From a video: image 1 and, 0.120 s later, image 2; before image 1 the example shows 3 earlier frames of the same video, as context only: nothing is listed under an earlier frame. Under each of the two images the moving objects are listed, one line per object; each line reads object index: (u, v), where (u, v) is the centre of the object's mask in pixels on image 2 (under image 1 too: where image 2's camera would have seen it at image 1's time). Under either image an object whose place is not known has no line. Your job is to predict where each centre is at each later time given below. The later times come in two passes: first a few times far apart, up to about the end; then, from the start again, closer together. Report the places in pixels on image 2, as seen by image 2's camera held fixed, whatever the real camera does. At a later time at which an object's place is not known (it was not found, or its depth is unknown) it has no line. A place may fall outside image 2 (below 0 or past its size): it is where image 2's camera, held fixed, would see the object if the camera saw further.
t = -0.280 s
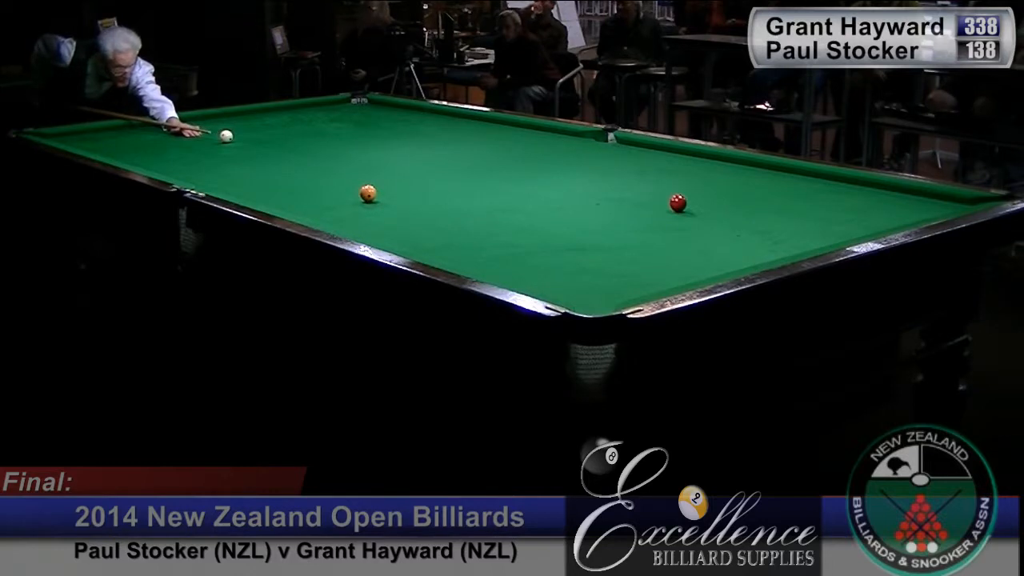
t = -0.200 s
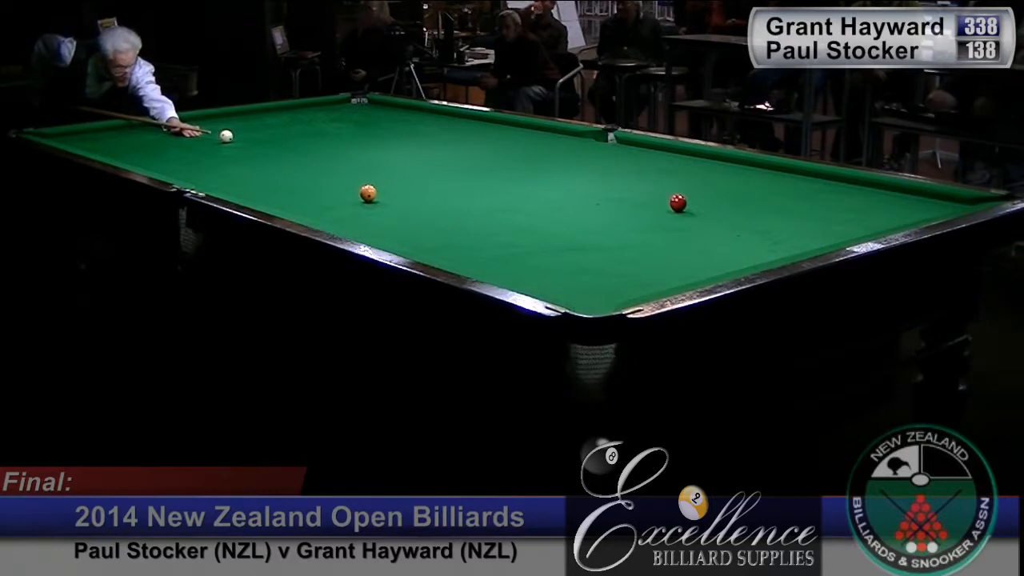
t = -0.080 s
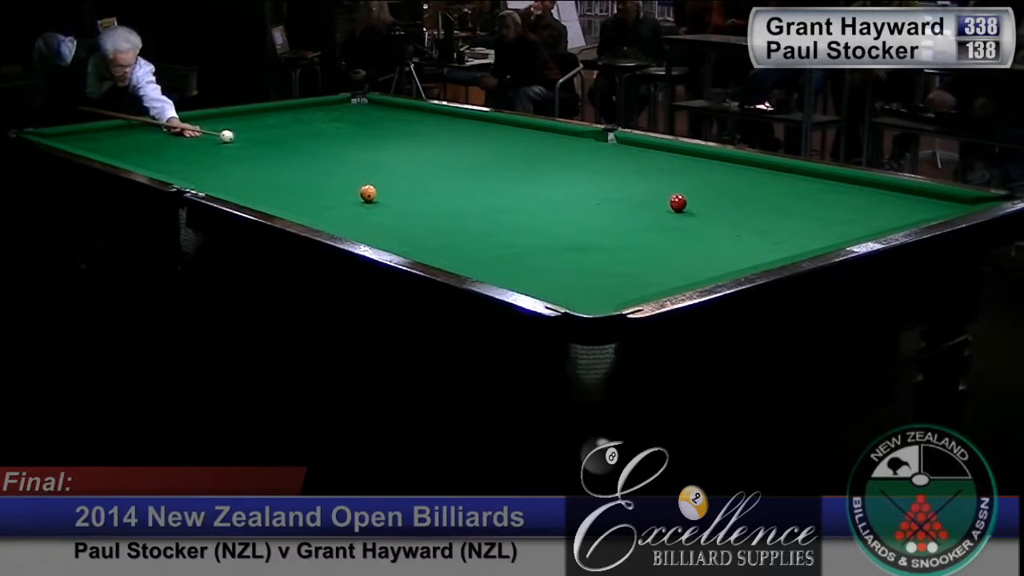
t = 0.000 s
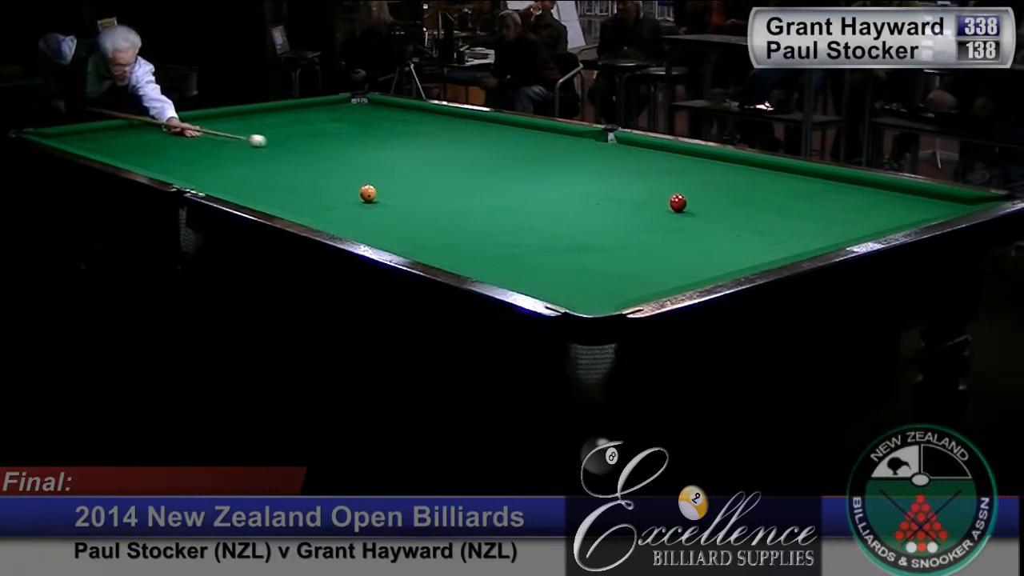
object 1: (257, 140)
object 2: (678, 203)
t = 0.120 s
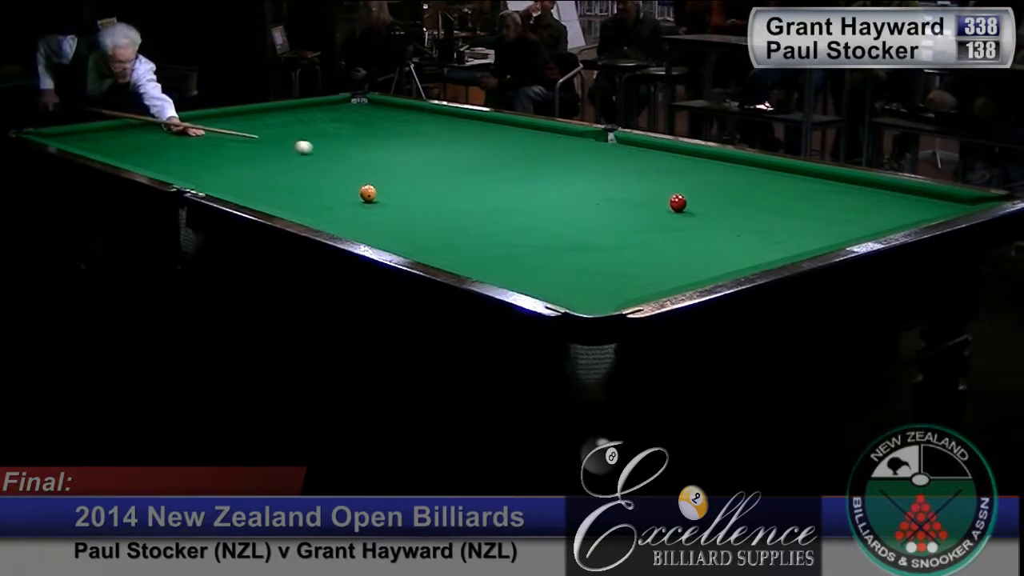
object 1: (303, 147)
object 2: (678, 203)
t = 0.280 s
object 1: (362, 155)
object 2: (678, 203)
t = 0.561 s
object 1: (471, 171)
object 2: (678, 203)
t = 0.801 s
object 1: (580, 186)
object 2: (678, 203)
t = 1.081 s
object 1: (675, 199)
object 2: (724, 213)
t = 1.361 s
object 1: (722, 202)
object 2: (823, 234)
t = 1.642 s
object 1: (768, 205)
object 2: (806, 230)
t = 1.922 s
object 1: (812, 208)
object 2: (749, 217)
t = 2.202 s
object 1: (854, 210)
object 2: (699, 207)
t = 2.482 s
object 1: (894, 213)
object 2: (654, 198)
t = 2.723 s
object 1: (924, 212)
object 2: (619, 191)
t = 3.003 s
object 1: (935, 210)
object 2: (583, 184)
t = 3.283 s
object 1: (930, 207)
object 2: (551, 177)
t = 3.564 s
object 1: (925, 203)
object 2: (522, 171)
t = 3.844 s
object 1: (921, 200)
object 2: (496, 166)
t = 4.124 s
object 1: (918, 197)
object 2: (473, 162)
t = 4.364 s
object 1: (916, 195)
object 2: (455, 158)
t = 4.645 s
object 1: (915, 193)
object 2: (436, 154)
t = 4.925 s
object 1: (913, 192)
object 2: (419, 151)
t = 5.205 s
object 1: (913, 191)
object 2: (404, 148)
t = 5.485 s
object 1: (913, 191)
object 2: (391, 145)
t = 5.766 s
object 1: (913, 190)
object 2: (379, 143)
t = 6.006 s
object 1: (913, 190)
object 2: (370, 141)
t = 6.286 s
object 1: (913, 190)
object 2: (360, 139)
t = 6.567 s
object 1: (914, 190)
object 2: (351, 137)
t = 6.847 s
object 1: (914, 190)
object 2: (345, 136)
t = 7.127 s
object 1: (914, 190)
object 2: (340, 135)
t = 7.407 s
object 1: (914, 190)
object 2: (335, 134)
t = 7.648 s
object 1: (914, 190)
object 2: (332, 133)
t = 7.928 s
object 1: (914, 190)
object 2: (330, 133)
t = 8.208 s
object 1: (914, 190)
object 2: (329, 132)
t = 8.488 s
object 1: (914, 190)
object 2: (329, 132)
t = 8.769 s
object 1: (914, 190)
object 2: (329, 132)
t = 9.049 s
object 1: (914, 190)
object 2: (328, 132)
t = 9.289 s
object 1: (914, 190)
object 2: (328, 132)
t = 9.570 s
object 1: (914, 190)
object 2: (328, 132)
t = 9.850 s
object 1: (914, 190)
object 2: (328, 132)
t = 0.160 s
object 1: (318, 149)
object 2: (678, 203)
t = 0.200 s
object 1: (333, 151)
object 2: (678, 203)
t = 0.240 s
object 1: (347, 153)
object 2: (678, 203)
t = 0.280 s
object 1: (362, 155)
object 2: (678, 203)
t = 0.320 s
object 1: (376, 157)
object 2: (678, 203)
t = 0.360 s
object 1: (391, 159)
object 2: (678, 203)
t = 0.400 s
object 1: (407, 162)
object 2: (678, 203)
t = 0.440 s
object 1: (423, 164)
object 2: (678, 203)
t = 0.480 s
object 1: (439, 166)
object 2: (678, 203)
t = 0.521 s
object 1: (455, 168)
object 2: (678, 203)
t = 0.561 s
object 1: (471, 171)
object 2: (678, 203)
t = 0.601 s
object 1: (489, 174)
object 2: (678, 203)
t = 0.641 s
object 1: (506, 176)
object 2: (678, 203)
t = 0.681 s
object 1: (524, 179)
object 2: (678, 203)
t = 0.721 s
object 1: (542, 181)
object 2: (678, 203)
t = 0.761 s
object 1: (561, 184)
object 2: (678, 203)
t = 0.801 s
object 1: (580, 186)
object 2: (678, 203)
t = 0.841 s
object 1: (599, 189)
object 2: (678, 203)
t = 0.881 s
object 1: (619, 193)
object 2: (678, 203)
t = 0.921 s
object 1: (639, 196)
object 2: (678, 203)
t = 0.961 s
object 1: (660, 199)
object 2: (678, 203)
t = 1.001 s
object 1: (667, 200)
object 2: (691, 206)
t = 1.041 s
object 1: (670, 200)
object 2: (708, 209)
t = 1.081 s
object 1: (675, 199)
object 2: (724, 213)
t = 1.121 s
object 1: (681, 200)
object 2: (740, 216)
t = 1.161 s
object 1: (688, 200)
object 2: (755, 219)
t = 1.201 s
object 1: (694, 200)
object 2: (769, 222)
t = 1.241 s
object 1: (701, 201)
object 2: (783, 225)
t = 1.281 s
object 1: (708, 201)
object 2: (796, 227)
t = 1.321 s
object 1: (715, 202)
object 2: (810, 231)
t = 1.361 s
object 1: (722, 202)
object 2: (823, 234)
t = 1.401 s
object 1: (729, 202)
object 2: (837, 234)
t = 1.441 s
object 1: (735, 203)
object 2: (850, 235)
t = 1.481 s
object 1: (742, 203)
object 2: (842, 235)
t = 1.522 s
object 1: (748, 204)
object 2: (832, 234)
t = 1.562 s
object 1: (755, 204)
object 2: (823, 234)
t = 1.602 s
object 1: (762, 205)
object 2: (814, 232)
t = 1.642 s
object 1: (768, 205)
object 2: (806, 230)
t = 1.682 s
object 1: (774, 205)
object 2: (797, 228)
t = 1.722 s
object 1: (780, 205)
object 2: (788, 226)
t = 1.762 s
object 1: (787, 206)
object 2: (780, 224)
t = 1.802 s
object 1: (793, 206)
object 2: (772, 223)
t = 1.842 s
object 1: (799, 207)
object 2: (764, 221)
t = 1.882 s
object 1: (806, 207)
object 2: (756, 219)
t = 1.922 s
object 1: (812, 208)
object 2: (749, 217)
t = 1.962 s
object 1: (818, 208)
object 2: (741, 216)
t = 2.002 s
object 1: (824, 208)
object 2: (734, 215)
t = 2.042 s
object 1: (830, 209)
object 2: (726, 213)
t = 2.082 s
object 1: (836, 209)
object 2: (719, 212)
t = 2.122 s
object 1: (842, 210)
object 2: (712, 210)
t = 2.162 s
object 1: (848, 210)
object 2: (705, 209)
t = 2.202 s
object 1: (854, 210)
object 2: (699, 207)
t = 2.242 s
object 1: (860, 211)
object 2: (692, 206)
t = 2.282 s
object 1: (865, 211)
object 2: (685, 205)
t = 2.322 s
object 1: (871, 211)
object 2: (679, 203)
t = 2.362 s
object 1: (877, 212)
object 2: (672, 202)
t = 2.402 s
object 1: (882, 212)
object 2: (666, 201)
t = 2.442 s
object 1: (888, 212)
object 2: (660, 199)
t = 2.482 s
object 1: (894, 213)
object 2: (654, 198)
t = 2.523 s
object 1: (899, 213)
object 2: (648, 197)
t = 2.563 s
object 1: (904, 213)
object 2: (642, 196)
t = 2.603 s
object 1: (910, 213)
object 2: (636, 195)
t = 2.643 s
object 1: (915, 212)
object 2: (630, 193)
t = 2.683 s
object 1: (920, 212)
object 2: (625, 192)
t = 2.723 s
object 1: (924, 212)
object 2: (619, 191)
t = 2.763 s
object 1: (930, 212)
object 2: (614, 190)
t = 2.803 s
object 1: (935, 211)
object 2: (608, 189)
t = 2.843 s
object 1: (938, 211)
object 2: (604, 188)
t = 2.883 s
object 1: (937, 211)
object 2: (598, 187)
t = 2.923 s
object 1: (937, 211)
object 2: (593, 186)
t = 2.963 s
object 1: (936, 210)
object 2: (588, 185)
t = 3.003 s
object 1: (935, 210)
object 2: (583, 184)
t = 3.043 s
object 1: (934, 209)
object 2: (578, 183)
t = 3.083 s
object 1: (933, 209)
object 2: (574, 182)
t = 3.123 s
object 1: (932, 208)
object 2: (569, 181)
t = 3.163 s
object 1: (932, 208)
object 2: (564, 180)
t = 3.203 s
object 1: (931, 208)
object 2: (560, 179)
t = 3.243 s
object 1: (930, 208)
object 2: (555, 178)
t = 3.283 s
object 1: (930, 207)
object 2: (551, 177)
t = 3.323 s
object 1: (929, 207)
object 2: (546, 176)
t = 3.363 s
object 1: (928, 206)
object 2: (542, 176)
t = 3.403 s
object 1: (927, 205)
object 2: (538, 175)
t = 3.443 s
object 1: (927, 205)
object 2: (534, 174)
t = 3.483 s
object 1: (926, 204)
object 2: (530, 173)
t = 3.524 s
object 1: (925, 204)
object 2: (526, 172)
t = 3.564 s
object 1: (925, 203)
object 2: (522, 171)
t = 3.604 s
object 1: (924, 203)
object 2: (518, 170)
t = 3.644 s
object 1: (924, 202)
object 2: (514, 170)
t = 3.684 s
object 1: (923, 202)
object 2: (510, 169)
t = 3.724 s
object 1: (922, 201)
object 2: (507, 168)
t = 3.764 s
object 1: (922, 201)
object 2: (503, 168)
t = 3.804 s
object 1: (921, 200)
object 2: (499, 167)
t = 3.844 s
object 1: (921, 200)
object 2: (496, 166)
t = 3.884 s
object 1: (920, 199)
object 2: (492, 165)
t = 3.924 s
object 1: (920, 199)
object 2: (489, 165)
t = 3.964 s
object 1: (919, 198)
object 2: (486, 164)
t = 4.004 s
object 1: (919, 198)
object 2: (482, 163)
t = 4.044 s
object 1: (919, 198)
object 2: (479, 163)
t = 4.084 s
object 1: (918, 197)
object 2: (476, 162)
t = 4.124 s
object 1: (918, 197)
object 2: (473, 162)
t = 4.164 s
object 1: (918, 197)
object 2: (470, 161)
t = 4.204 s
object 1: (918, 196)
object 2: (467, 160)
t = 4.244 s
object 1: (918, 196)
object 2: (464, 160)
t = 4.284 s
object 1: (917, 195)
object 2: (461, 159)
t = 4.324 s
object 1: (917, 196)
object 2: (458, 159)
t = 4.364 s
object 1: (916, 195)
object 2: (455, 158)
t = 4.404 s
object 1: (916, 195)
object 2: (452, 157)
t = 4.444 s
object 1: (916, 194)
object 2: (449, 157)
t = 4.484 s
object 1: (916, 194)
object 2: (447, 156)
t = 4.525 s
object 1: (916, 194)
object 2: (444, 156)
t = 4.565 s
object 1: (915, 194)
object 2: (441, 155)
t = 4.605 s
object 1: (915, 194)
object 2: (439, 155)
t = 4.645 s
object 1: (915, 193)
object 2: (436, 154)
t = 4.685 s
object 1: (915, 193)
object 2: (434, 153)
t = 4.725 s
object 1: (914, 193)
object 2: (431, 153)
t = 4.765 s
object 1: (914, 193)
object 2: (429, 152)
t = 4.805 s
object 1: (914, 193)
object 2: (426, 152)
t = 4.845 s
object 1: (914, 192)
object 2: (424, 152)
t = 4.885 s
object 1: (914, 192)
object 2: (422, 151)
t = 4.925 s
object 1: (913, 192)
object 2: (419, 151)
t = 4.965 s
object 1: (913, 192)
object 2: (417, 150)
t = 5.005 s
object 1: (913, 191)
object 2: (415, 150)
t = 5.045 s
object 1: (913, 191)
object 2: (413, 149)
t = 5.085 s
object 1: (913, 191)
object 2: (411, 149)
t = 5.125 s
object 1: (913, 191)
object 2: (409, 148)
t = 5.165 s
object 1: (913, 191)
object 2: (407, 148)
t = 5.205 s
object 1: (913, 191)
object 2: (404, 148)
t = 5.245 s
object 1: (913, 191)
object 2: (403, 147)
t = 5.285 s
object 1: (913, 191)
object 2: (401, 147)
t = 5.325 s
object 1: (913, 191)
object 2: (398, 147)
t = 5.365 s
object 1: (913, 191)
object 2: (397, 146)
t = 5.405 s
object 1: (913, 191)
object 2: (395, 146)
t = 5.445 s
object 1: (913, 191)
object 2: (393, 145)
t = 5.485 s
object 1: (913, 191)
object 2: (391, 145)
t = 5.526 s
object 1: (913, 190)
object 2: (389, 145)
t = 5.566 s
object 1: (913, 190)
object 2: (388, 144)
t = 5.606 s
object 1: (913, 190)
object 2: (386, 144)
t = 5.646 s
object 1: (913, 190)
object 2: (384, 144)
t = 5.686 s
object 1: (913, 190)
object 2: (382, 143)
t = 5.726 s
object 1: (913, 190)
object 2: (380, 143)
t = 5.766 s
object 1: (913, 190)
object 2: (379, 143)
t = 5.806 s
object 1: (913, 190)
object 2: (377, 142)
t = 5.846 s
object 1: (913, 190)
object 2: (376, 142)
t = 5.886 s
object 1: (913, 190)
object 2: (374, 142)
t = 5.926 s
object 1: (913, 190)
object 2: (372, 141)
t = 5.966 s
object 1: (913, 190)
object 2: (371, 141)
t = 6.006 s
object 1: (913, 190)
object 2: (370, 141)
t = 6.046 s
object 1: (913, 190)
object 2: (368, 141)
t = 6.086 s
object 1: (913, 190)
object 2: (366, 140)
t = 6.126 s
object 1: (913, 190)
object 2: (365, 140)
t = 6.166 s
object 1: (913, 190)
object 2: (364, 140)
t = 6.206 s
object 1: (913, 190)
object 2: (362, 140)
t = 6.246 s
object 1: (913, 190)
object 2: (361, 139)
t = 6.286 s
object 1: (913, 190)
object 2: (360, 139)
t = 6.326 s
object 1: (913, 190)
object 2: (358, 139)
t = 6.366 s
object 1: (913, 190)
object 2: (357, 139)
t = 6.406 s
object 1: (913, 190)
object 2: (356, 138)
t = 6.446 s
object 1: (913, 190)
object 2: (355, 138)
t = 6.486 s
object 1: (913, 190)
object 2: (354, 138)
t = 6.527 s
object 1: (913, 190)
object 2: (352, 138)
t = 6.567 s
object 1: (914, 190)
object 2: (351, 137)
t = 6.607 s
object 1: (913, 190)
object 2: (350, 137)
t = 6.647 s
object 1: (914, 190)
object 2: (349, 137)
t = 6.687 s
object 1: (914, 190)
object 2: (348, 137)
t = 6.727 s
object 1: (914, 190)
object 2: (347, 137)
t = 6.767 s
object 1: (914, 190)
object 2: (347, 136)
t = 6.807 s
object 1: (914, 190)
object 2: (345, 136)
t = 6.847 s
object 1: (914, 190)
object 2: (345, 136)
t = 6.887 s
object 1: (914, 190)
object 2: (344, 136)
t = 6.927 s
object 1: (914, 190)
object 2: (343, 136)
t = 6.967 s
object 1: (914, 190)
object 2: (342, 136)
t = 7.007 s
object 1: (914, 190)
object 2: (342, 136)
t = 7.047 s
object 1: (914, 190)
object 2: (341, 135)
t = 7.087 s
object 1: (914, 190)
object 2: (340, 135)
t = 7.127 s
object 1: (914, 190)
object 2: (340, 135)
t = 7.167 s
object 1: (914, 190)
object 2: (339, 135)
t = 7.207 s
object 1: (914, 190)
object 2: (338, 135)
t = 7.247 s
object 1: (914, 190)
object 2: (337, 135)
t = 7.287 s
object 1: (914, 190)
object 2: (337, 134)
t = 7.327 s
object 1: (914, 190)
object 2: (336, 134)
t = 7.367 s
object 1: (914, 190)
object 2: (336, 134)
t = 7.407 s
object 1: (914, 190)
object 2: (335, 134)
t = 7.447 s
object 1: (914, 190)
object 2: (335, 134)
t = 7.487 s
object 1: (914, 190)
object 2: (334, 134)
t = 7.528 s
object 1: (914, 190)
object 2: (334, 134)
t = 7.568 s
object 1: (914, 190)
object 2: (333, 134)
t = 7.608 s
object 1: (914, 190)
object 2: (333, 133)
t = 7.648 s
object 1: (914, 190)
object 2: (332, 133)
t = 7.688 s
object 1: (914, 190)
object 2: (332, 133)
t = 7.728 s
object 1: (914, 190)
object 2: (332, 133)
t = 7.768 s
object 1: (914, 190)
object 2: (331, 133)
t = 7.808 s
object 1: (914, 190)
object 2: (331, 133)
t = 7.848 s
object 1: (914, 190)
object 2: (331, 133)
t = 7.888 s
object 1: (914, 190)
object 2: (331, 133)
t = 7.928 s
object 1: (914, 190)
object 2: (330, 133)
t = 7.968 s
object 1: (914, 190)
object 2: (330, 133)
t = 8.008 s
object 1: (914, 190)
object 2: (330, 132)
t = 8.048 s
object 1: (914, 190)
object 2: (330, 133)
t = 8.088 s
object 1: (914, 190)
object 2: (329, 132)
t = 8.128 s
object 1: (914, 190)
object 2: (329, 132)
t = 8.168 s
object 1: (914, 190)
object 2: (329, 132)
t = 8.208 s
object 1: (914, 190)
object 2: (329, 132)
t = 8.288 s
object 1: (914, 190)
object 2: (329, 132)
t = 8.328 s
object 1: (914, 190)
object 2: (329, 132)
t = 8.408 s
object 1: (914, 190)
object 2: (329, 132)
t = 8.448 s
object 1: (914, 190)
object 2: (329, 132)
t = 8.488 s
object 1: (914, 190)
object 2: (329, 132)
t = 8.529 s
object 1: (914, 190)
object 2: (329, 132)
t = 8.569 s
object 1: (914, 190)
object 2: (329, 132)
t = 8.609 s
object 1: (914, 190)
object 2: (329, 132)
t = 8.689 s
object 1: (914, 190)
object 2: (329, 132)
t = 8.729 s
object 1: (914, 190)
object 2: (329, 132)
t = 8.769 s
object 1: (914, 190)
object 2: (329, 132)
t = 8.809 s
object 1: (914, 190)
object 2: (328, 132)
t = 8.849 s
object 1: (914, 190)
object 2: (328, 132)
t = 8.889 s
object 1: (914, 190)
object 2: (328, 132)
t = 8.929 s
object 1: (914, 190)
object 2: (328, 132)
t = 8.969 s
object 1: (914, 190)
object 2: (328, 132)
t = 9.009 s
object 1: (914, 190)
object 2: (328, 132)
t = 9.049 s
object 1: (914, 190)
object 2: (328, 132)
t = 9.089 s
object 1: (914, 190)
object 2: (328, 132)
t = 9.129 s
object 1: (914, 190)
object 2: (328, 132)
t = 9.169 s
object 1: (914, 190)
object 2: (328, 132)
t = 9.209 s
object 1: (914, 190)
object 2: (328, 132)
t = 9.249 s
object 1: (914, 190)
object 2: (328, 132)
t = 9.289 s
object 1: (914, 190)
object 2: (328, 132)
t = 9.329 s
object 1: (914, 190)
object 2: (328, 132)
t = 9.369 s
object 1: (914, 190)
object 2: (328, 132)
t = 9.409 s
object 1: (914, 190)
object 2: (328, 132)
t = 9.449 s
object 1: (914, 190)
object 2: (328, 132)
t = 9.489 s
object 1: (914, 190)
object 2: (328, 132)
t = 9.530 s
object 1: (914, 190)
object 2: (328, 132)
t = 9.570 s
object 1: (914, 190)
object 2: (328, 132)
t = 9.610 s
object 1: (914, 190)
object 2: (328, 132)
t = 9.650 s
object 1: (914, 190)
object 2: (328, 132)
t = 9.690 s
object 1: (914, 190)
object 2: (328, 132)
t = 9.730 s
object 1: (914, 190)
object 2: (328, 132)
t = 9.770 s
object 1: (914, 190)
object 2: (328, 132)
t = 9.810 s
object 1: (914, 190)
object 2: (328, 132)
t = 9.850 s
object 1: (914, 190)
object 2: (328, 132)
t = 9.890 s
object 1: (914, 190)
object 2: (328, 132)
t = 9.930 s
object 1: (914, 190)
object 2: (328, 132)
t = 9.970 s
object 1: (914, 190)
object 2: (328, 132)
